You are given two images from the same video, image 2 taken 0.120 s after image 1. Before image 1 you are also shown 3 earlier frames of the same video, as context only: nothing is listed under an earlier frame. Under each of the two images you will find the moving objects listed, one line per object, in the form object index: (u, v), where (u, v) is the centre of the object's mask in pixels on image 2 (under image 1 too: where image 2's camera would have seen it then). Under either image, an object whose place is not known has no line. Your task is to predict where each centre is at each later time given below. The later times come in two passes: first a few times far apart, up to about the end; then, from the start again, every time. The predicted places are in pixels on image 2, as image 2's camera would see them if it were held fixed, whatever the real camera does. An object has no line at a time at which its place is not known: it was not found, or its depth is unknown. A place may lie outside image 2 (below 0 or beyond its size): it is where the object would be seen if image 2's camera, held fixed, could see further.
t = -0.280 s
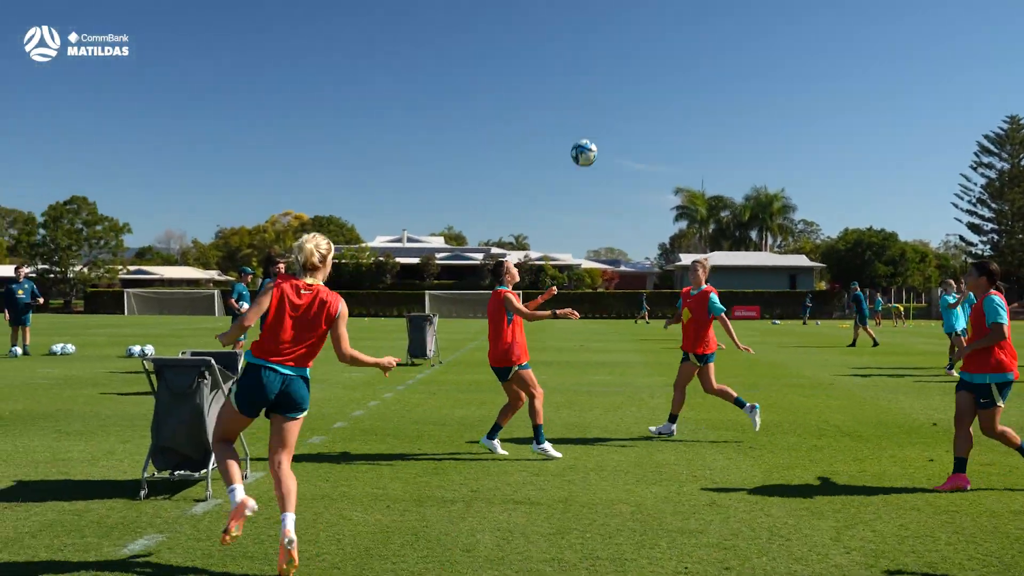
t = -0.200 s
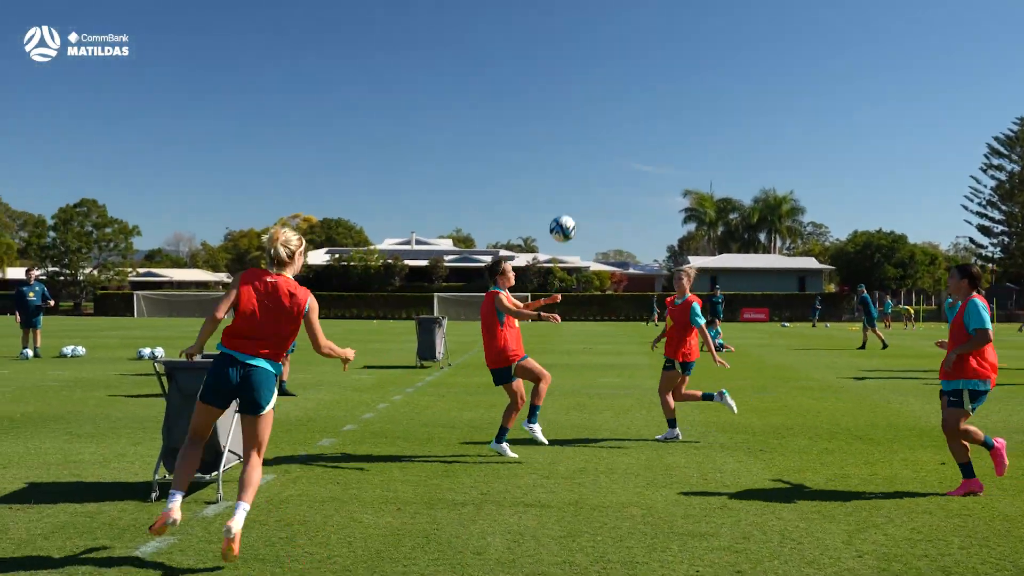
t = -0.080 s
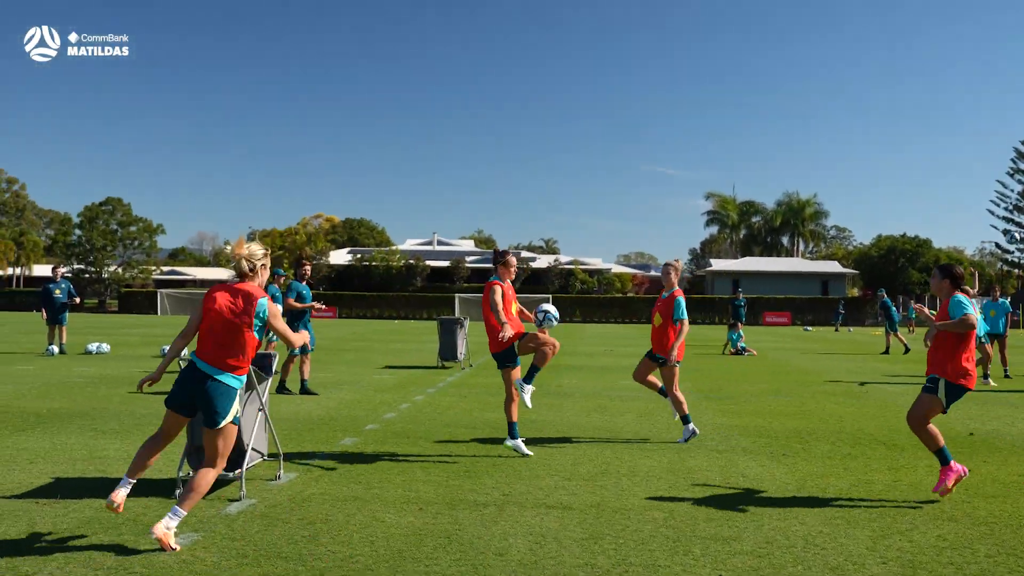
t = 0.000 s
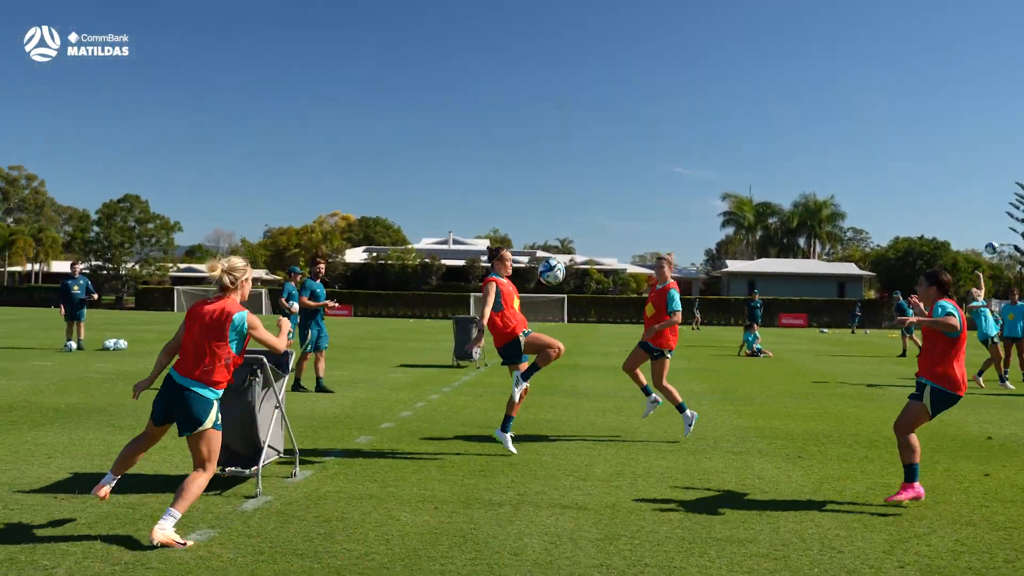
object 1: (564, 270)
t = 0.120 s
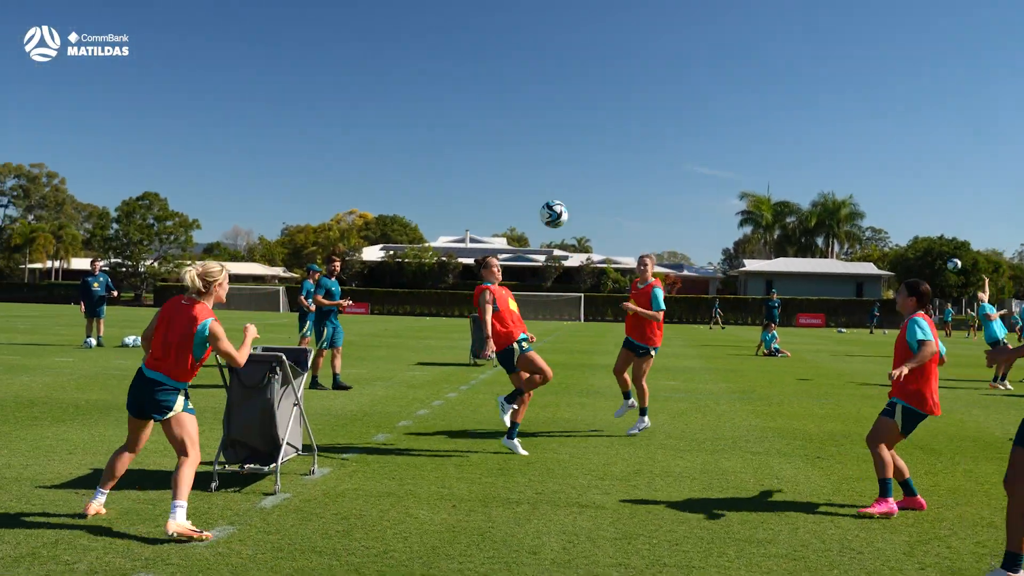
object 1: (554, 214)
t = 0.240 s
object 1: (540, 174)
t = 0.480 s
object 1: (502, 142)
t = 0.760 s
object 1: (449, 201)
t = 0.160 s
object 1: (549, 199)
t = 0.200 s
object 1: (544, 185)
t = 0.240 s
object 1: (540, 174)
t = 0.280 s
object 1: (534, 164)
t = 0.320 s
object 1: (528, 156)
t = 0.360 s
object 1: (521, 150)
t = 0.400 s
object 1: (515, 145)
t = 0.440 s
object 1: (508, 143)
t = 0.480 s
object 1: (502, 142)
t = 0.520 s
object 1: (495, 143)
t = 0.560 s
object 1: (488, 145)
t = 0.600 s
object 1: (479, 150)
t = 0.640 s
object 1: (470, 159)
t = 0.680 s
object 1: (463, 170)
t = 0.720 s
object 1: (455, 185)
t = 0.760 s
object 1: (449, 201)
